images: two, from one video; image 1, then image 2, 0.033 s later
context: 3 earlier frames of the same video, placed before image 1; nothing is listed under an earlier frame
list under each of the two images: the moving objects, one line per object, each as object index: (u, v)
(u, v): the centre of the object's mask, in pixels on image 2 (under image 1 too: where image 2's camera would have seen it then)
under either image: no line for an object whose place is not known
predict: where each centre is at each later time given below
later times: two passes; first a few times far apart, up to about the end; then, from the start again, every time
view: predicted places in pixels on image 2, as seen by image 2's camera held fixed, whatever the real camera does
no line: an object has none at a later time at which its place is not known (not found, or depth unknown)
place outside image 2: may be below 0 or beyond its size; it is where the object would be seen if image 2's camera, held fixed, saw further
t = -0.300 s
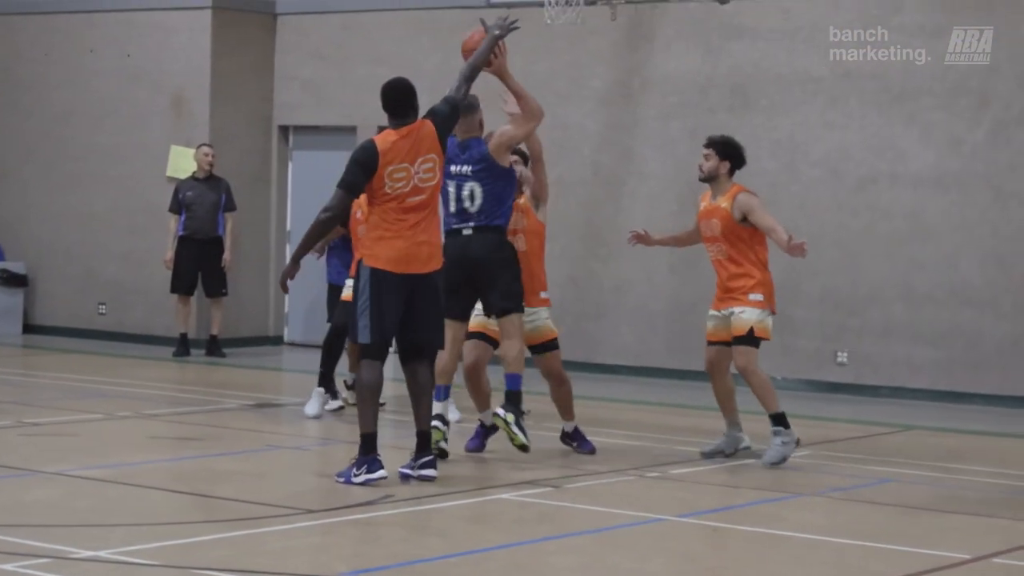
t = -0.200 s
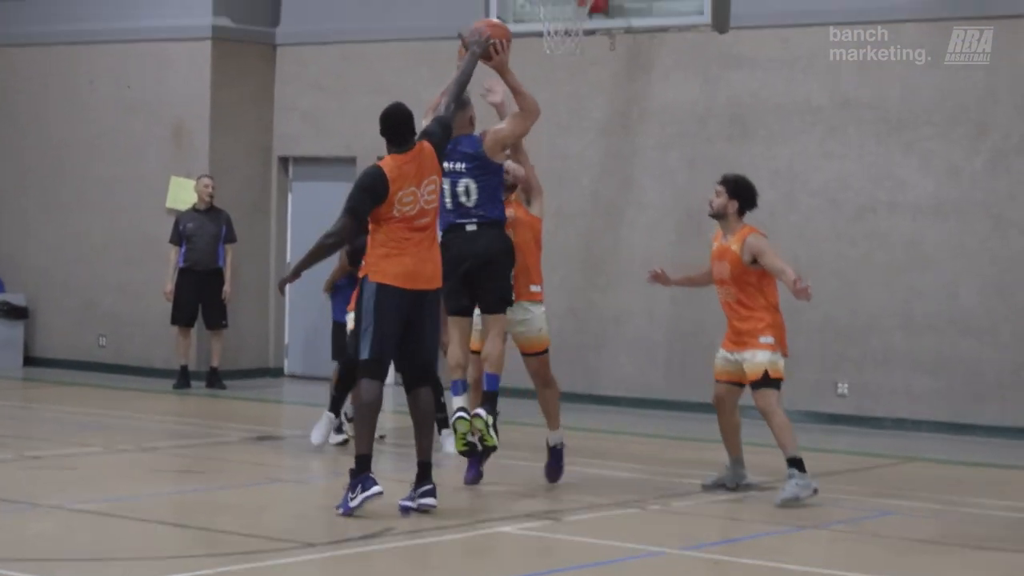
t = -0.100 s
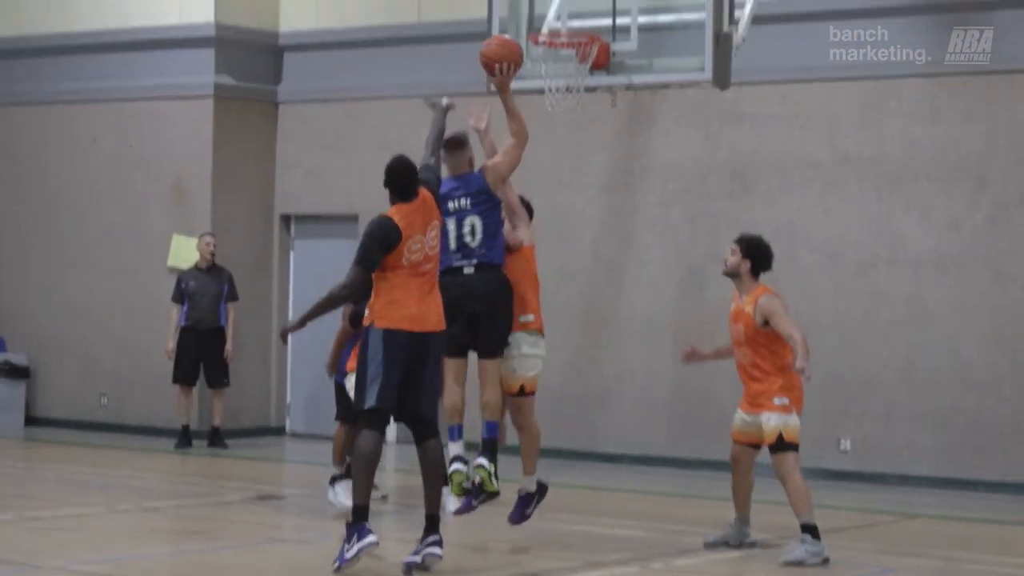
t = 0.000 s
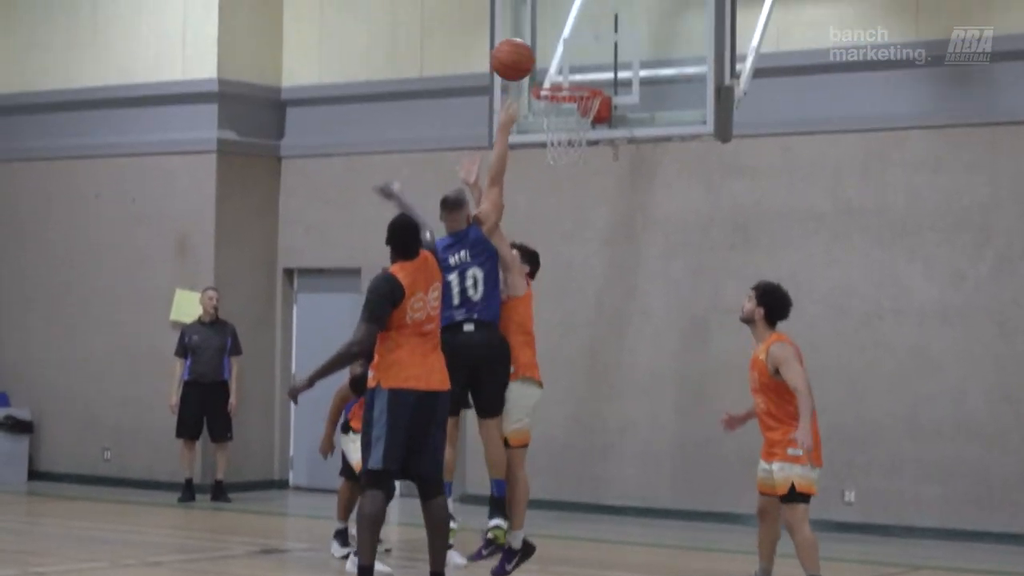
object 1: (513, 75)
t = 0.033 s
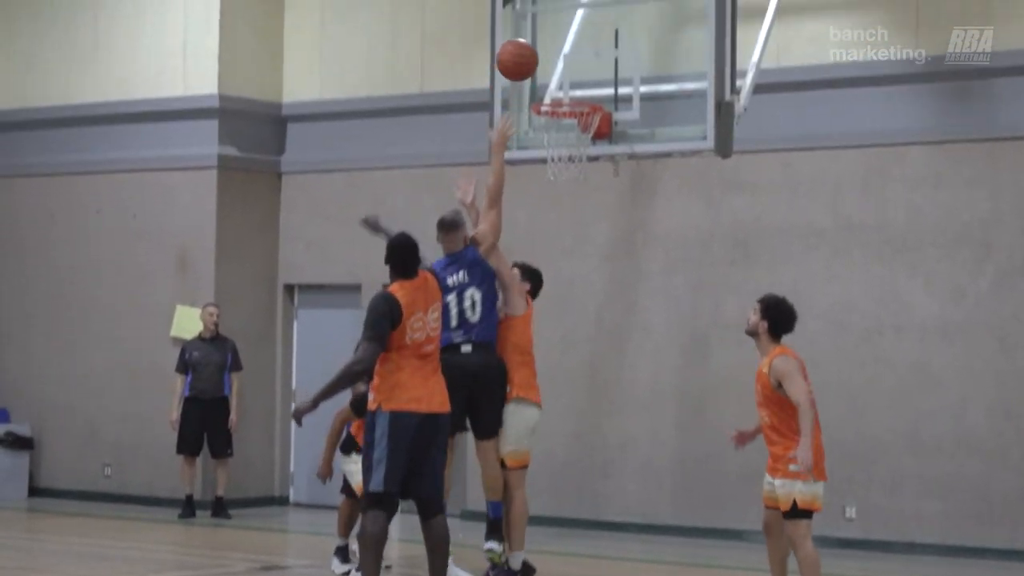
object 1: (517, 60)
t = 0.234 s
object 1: (537, 13)
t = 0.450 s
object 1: (555, 36)
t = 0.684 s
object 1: (566, 134)
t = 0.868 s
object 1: (558, 228)
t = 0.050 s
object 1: (519, 53)
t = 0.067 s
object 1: (520, 48)
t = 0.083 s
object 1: (522, 42)
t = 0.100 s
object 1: (524, 36)
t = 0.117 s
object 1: (525, 32)
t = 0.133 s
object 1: (527, 27)
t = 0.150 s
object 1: (529, 24)
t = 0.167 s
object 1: (531, 20)
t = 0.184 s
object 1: (532, 17)
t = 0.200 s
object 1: (533, 15)
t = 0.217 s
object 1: (535, 14)
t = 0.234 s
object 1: (537, 13)
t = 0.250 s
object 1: (538, 12)
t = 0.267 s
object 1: (540, 11)
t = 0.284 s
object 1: (541, 11)
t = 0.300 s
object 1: (543, 12)
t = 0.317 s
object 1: (544, 12)
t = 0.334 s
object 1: (546, 14)
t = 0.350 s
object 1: (547, 16)
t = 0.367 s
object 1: (549, 18)
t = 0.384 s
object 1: (550, 21)
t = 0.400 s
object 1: (551, 24)
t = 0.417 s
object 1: (553, 28)
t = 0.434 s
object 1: (554, 32)
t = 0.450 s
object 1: (555, 36)
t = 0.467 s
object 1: (556, 41)
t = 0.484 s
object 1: (558, 45)
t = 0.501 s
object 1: (559, 51)
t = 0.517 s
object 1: (560, 57)
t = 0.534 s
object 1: (562, 64)
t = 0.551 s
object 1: (563, 70)
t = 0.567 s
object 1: (564, 77)
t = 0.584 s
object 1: (565, 85)
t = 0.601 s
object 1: (567, 90)
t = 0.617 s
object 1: (568, 94)
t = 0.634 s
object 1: (570, 110)
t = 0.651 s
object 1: (571, 121)
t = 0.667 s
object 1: (568, 127)
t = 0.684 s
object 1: (566, 134)
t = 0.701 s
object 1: (568, 143)
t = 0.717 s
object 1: (566, 150)
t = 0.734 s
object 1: (568, 160)
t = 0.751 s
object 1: (567, 174)
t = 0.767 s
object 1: (565, 177)
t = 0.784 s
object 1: (563, 182)
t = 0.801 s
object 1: (562, 190)
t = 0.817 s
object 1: (562, 199)
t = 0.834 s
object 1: (561, 208)
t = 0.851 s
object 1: (559, 218)
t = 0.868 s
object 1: (558, 228)
